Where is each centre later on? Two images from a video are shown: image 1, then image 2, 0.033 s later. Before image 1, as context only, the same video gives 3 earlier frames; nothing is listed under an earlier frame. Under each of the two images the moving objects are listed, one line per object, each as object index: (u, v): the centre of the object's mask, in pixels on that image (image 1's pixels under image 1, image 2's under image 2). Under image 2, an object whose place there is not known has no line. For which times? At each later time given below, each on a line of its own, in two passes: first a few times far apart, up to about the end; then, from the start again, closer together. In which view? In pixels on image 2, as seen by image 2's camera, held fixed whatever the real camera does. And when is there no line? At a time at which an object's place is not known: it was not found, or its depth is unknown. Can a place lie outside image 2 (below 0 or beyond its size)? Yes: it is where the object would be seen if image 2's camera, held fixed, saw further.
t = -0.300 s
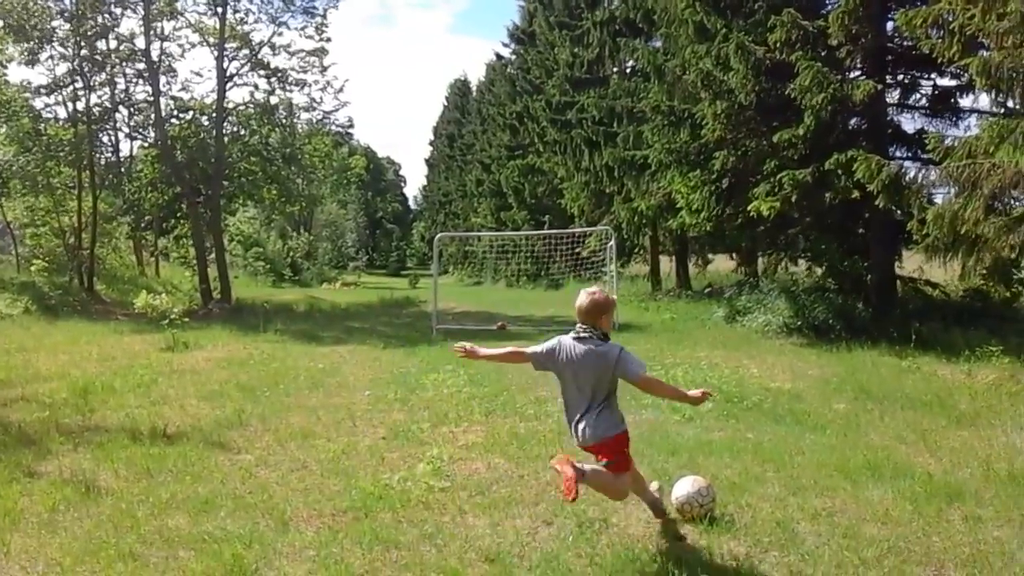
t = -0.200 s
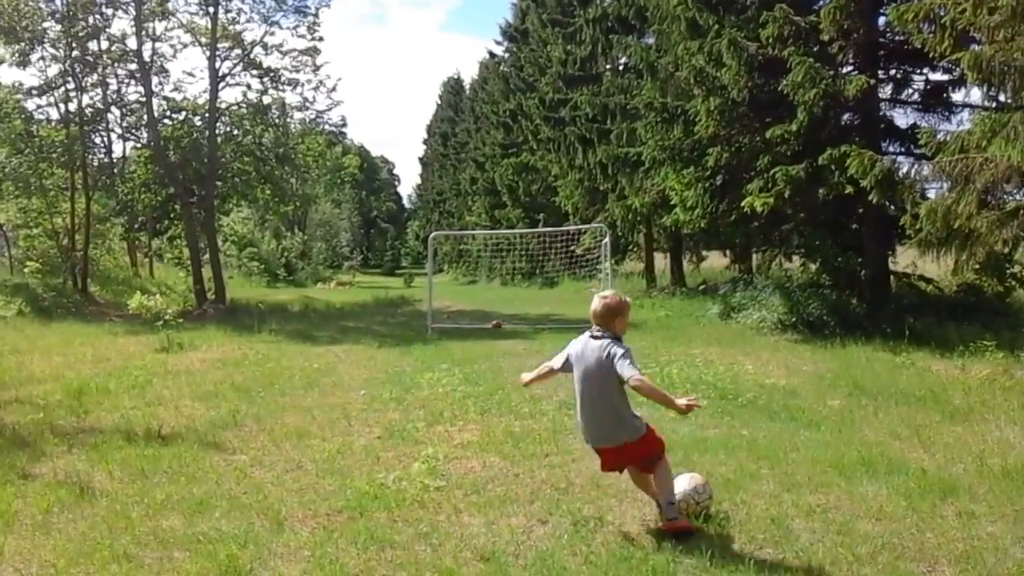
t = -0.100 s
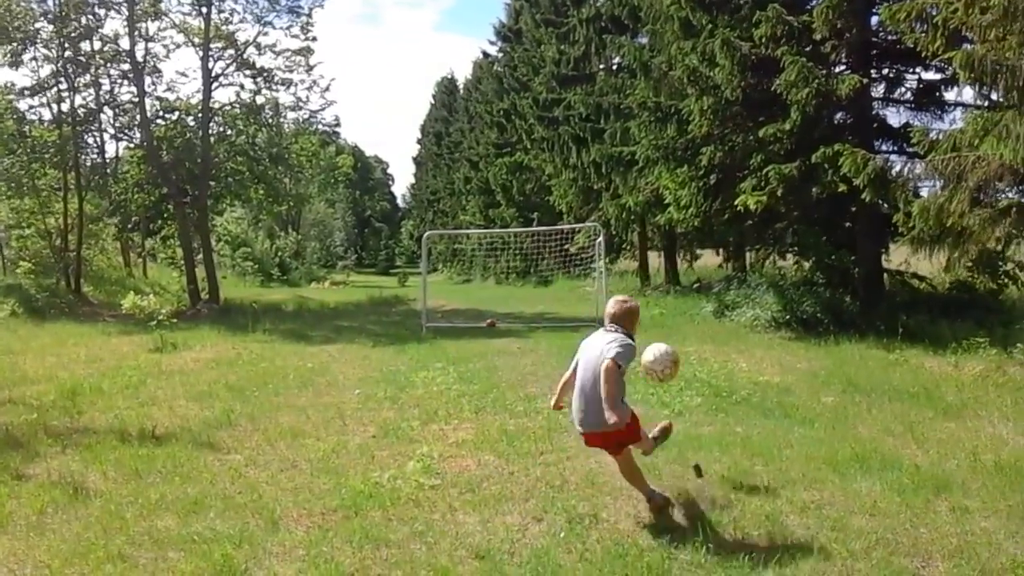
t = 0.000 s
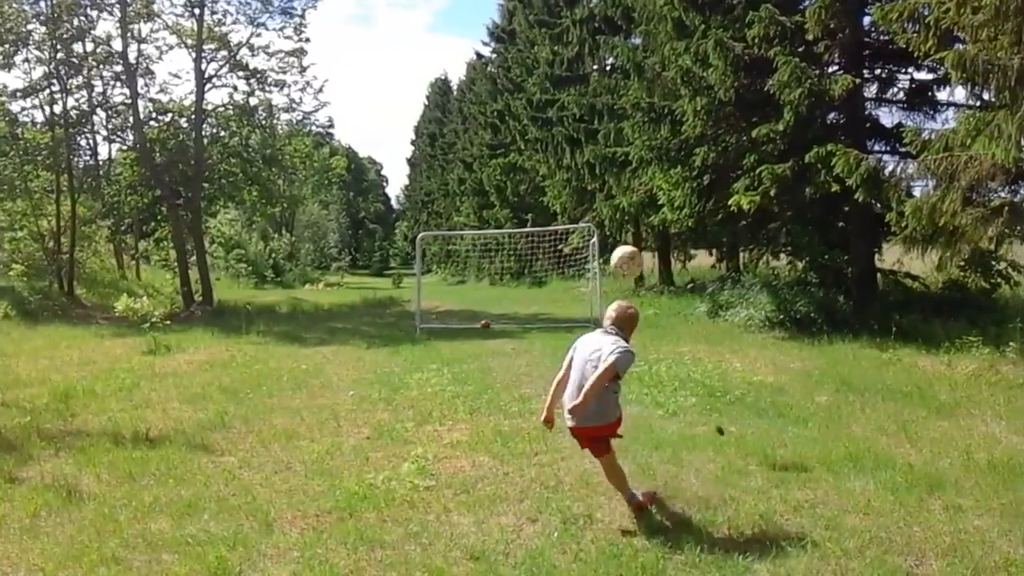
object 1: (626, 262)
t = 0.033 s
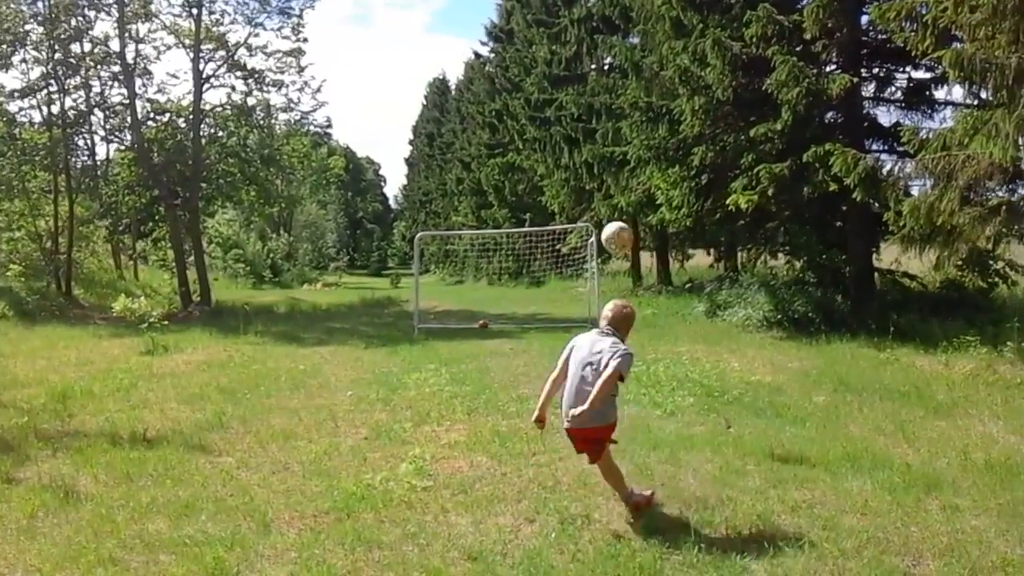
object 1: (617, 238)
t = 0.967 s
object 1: (512, 224)
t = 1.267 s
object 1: (494, 314)
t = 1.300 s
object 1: (495, 321)
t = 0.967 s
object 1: (512, 224)
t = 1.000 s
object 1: (510, 232)
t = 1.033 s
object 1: (507, 240)
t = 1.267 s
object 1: (494, 314)
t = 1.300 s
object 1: (495, 321)
